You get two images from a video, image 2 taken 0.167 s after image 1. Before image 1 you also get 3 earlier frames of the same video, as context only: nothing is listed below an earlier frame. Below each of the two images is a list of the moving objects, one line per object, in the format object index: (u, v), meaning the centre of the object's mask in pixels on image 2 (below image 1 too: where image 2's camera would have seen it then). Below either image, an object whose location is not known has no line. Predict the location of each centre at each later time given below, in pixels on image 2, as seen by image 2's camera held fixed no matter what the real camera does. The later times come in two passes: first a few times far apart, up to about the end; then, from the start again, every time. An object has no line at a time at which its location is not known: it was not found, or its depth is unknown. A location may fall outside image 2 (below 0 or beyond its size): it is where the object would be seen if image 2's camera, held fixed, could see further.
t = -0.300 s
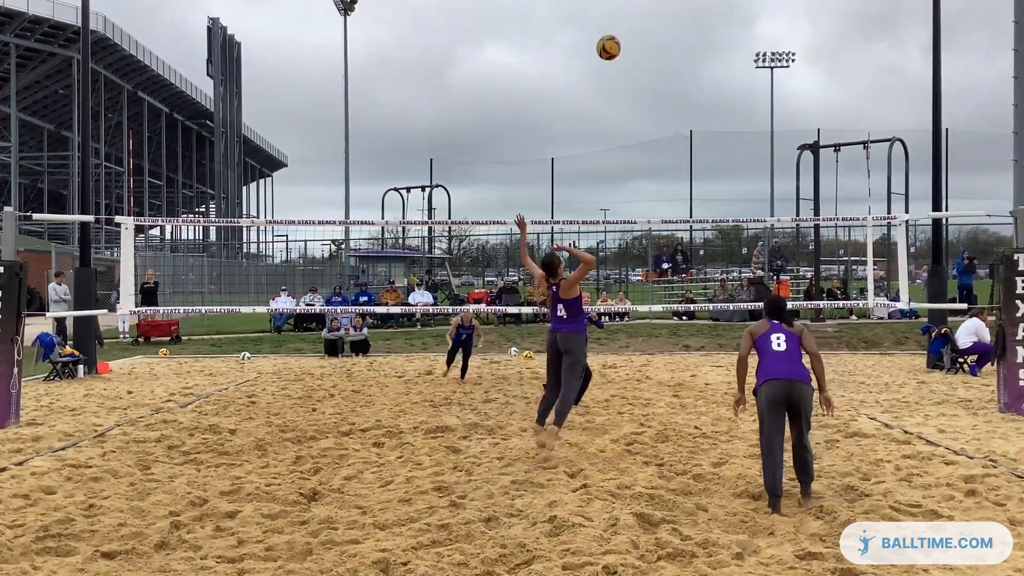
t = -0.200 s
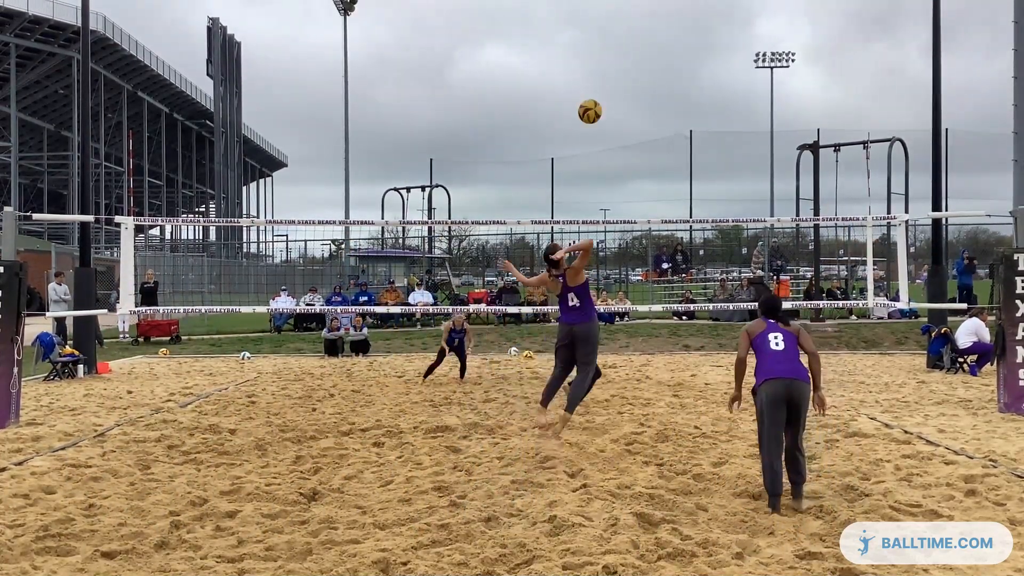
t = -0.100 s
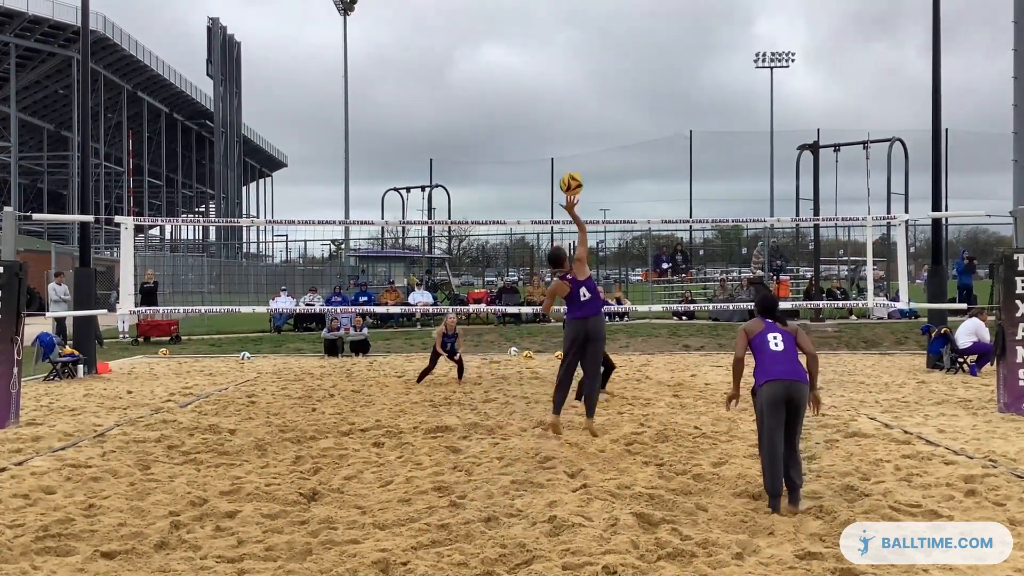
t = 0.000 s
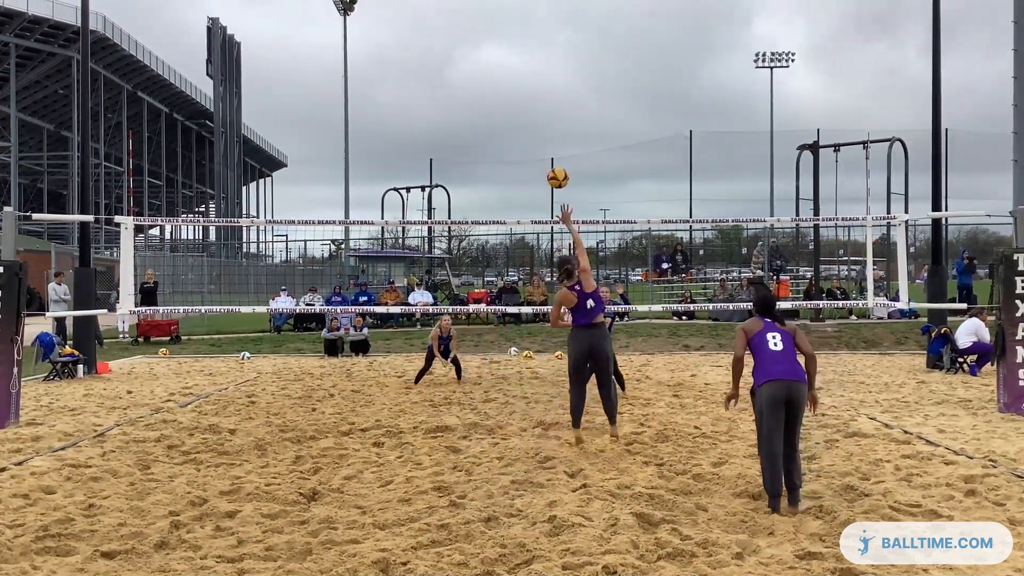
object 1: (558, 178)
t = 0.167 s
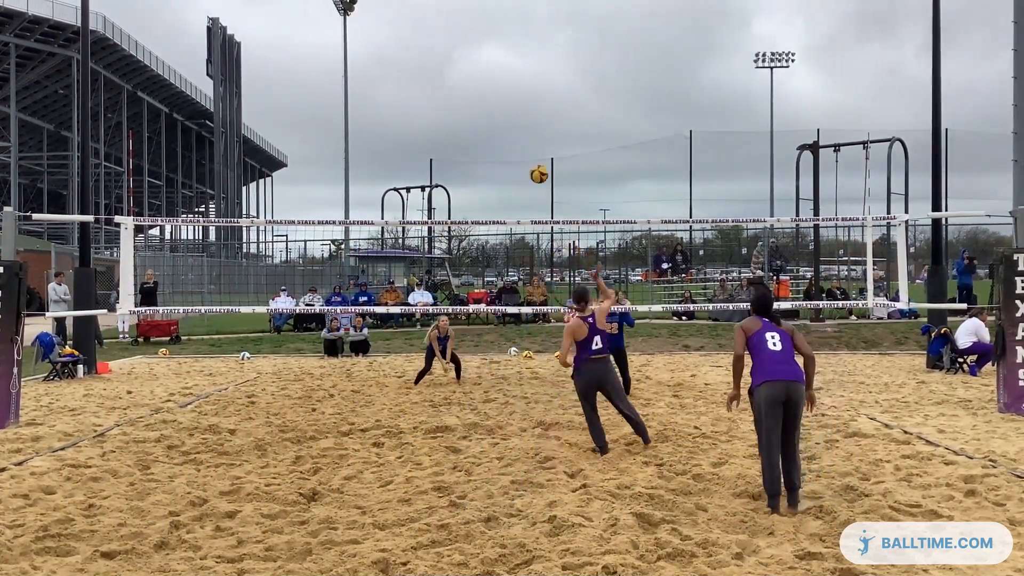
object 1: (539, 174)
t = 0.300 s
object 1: (526, 190)
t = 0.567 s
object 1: (503, 253)
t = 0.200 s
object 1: (535, 177)
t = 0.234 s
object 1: (532, 180)
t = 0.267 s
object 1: (529, 185)
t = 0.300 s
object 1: (526, 190)
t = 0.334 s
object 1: (522, 196)
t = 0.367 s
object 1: (520, 202)
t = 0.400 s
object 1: (516, 209)
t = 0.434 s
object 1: (514, 215)
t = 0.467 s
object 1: (511, 229)
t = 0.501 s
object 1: (509, 234)
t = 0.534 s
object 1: (506, 243)
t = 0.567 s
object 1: (503, 253)
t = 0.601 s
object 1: (501, 263)
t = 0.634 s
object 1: (498, 274)
